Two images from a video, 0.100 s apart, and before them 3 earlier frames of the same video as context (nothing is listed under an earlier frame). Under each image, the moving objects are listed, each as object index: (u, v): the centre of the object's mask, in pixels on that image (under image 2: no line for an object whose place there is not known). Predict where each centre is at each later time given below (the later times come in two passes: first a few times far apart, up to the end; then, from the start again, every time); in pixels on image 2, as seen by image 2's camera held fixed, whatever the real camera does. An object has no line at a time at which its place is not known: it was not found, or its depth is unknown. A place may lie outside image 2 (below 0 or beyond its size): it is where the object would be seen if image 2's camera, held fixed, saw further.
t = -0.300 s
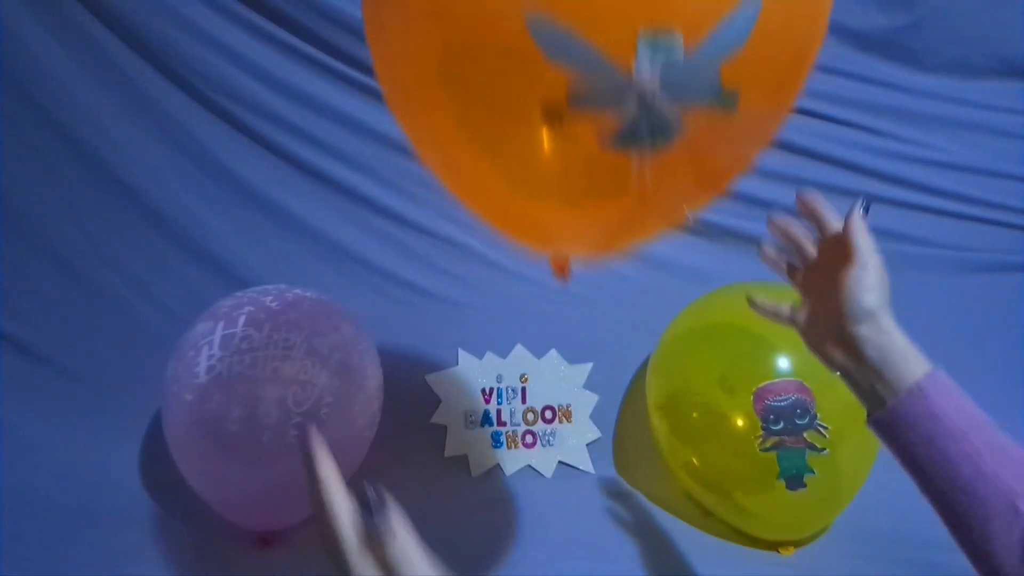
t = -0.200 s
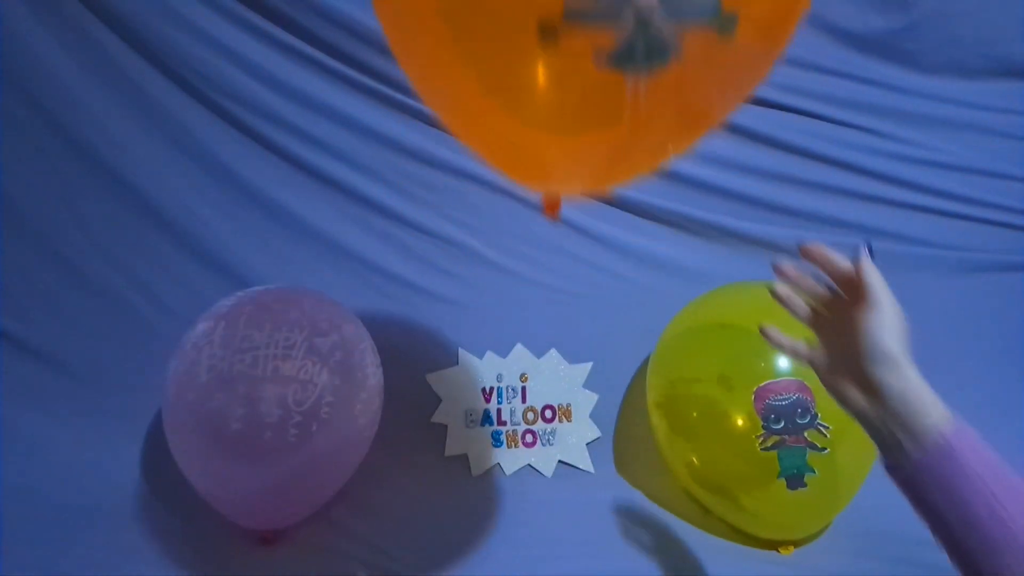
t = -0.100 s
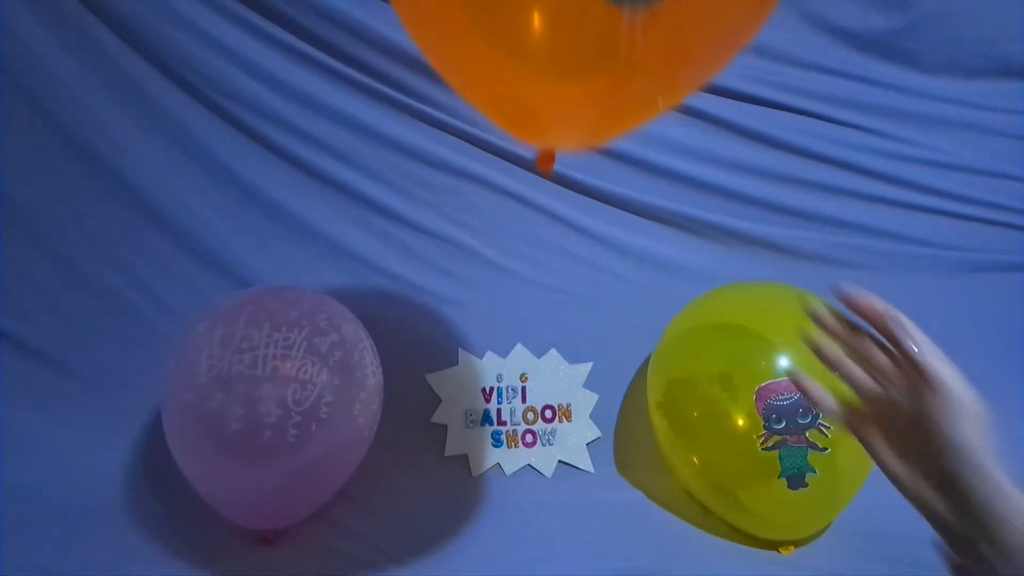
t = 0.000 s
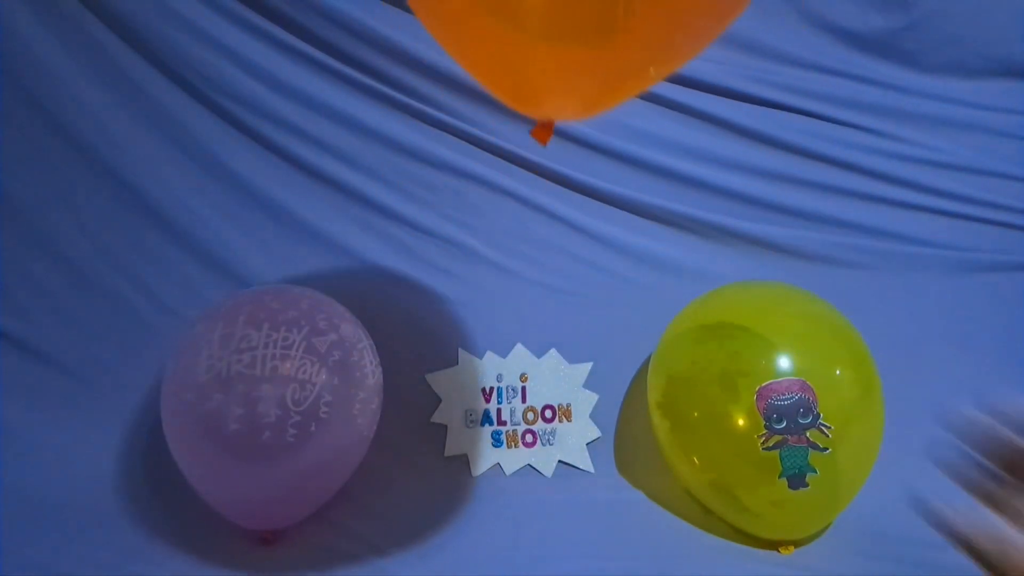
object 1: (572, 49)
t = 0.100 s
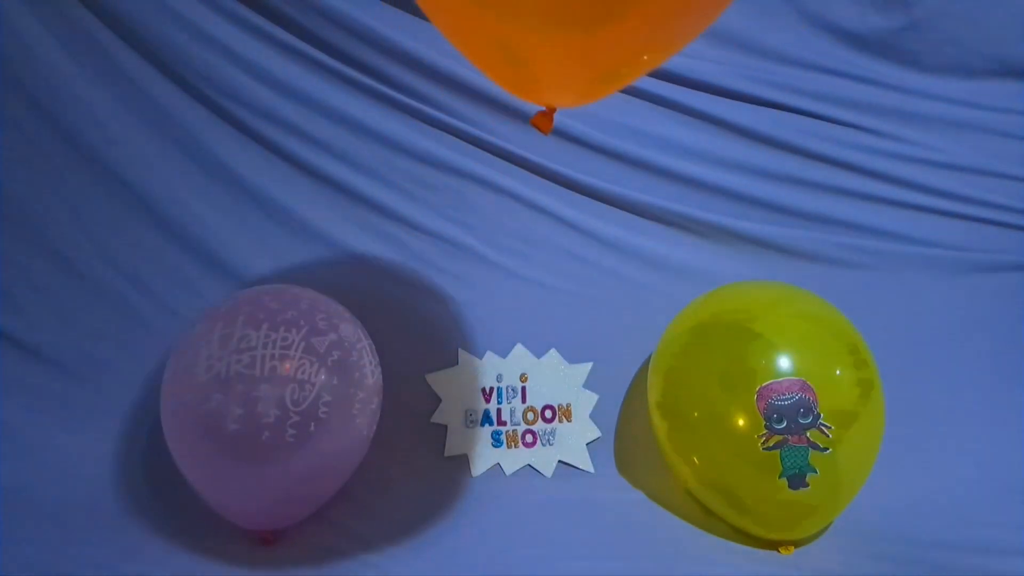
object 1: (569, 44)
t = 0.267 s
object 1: (569, 49)
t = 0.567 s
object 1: (574, 96)
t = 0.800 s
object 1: (583, 179)
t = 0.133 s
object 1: (568, 44)
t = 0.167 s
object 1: (568, 44)
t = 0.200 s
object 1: (568, 45)
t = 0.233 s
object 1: (568, 47)
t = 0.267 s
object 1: (569, 49)
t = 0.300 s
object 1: (569, 51)
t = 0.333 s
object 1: (570, 55)
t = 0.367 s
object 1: (570, 59)
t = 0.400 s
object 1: (571, 63)
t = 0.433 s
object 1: (571, 69)
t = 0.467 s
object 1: (572, 75)
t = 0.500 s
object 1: (573, 81)
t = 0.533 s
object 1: (574, 89)
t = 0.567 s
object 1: (574, 96)
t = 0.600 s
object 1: (575, 104)
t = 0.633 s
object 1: (576, 114)
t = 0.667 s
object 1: (577, 125)
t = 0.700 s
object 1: (579, 136)
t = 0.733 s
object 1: (580, 149)
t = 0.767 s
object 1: (581, 163)
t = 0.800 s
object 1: (583, 179)
